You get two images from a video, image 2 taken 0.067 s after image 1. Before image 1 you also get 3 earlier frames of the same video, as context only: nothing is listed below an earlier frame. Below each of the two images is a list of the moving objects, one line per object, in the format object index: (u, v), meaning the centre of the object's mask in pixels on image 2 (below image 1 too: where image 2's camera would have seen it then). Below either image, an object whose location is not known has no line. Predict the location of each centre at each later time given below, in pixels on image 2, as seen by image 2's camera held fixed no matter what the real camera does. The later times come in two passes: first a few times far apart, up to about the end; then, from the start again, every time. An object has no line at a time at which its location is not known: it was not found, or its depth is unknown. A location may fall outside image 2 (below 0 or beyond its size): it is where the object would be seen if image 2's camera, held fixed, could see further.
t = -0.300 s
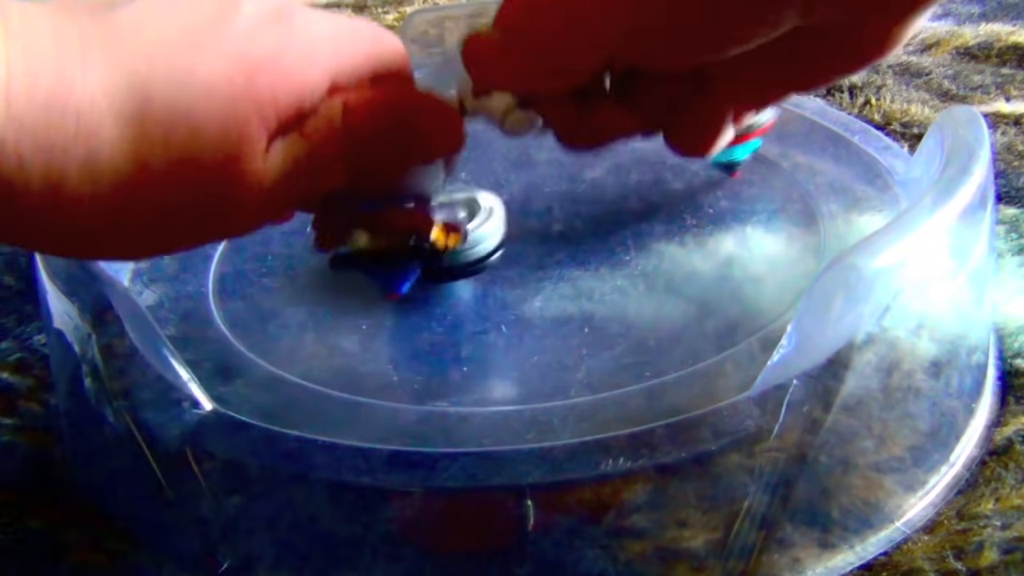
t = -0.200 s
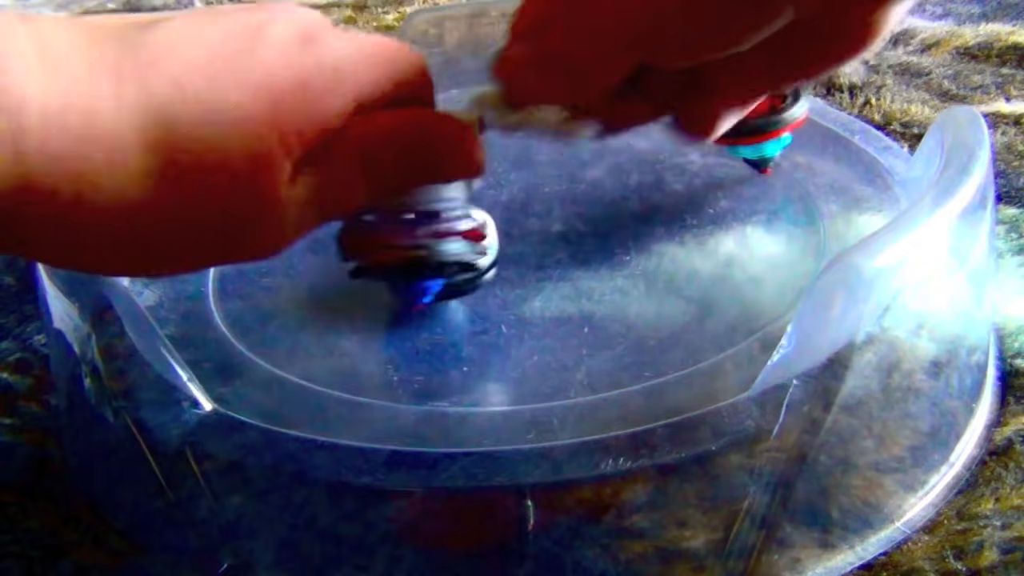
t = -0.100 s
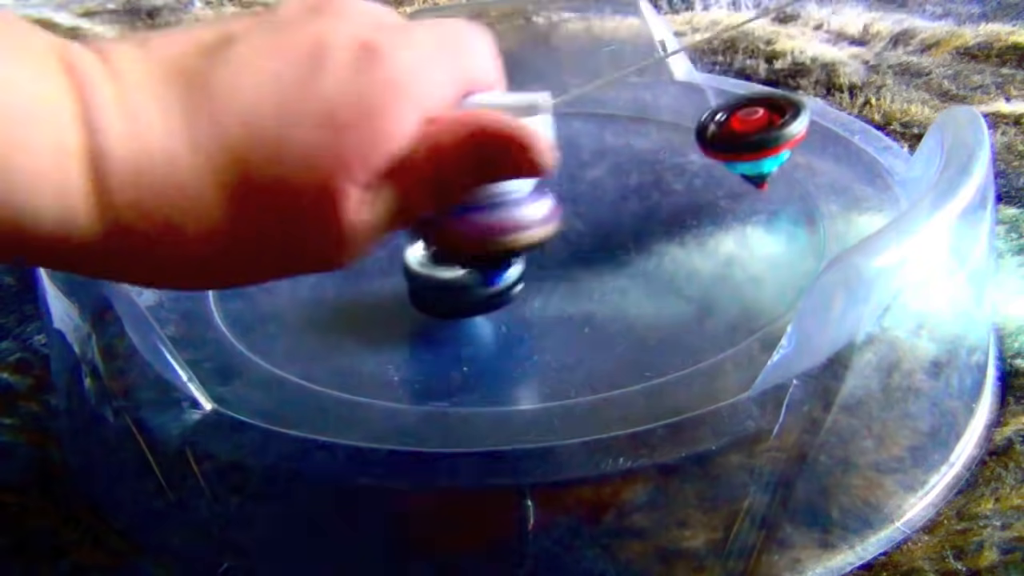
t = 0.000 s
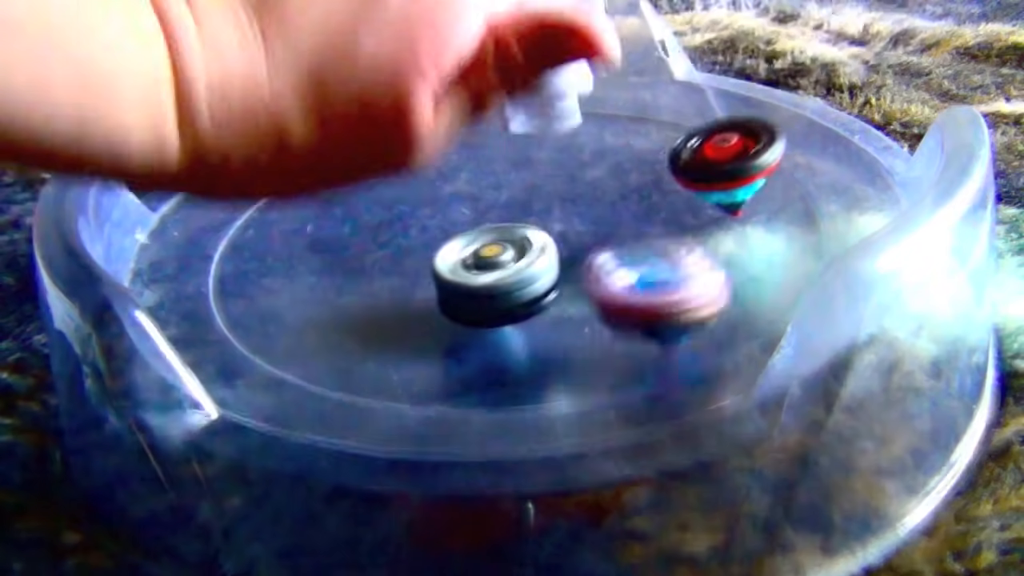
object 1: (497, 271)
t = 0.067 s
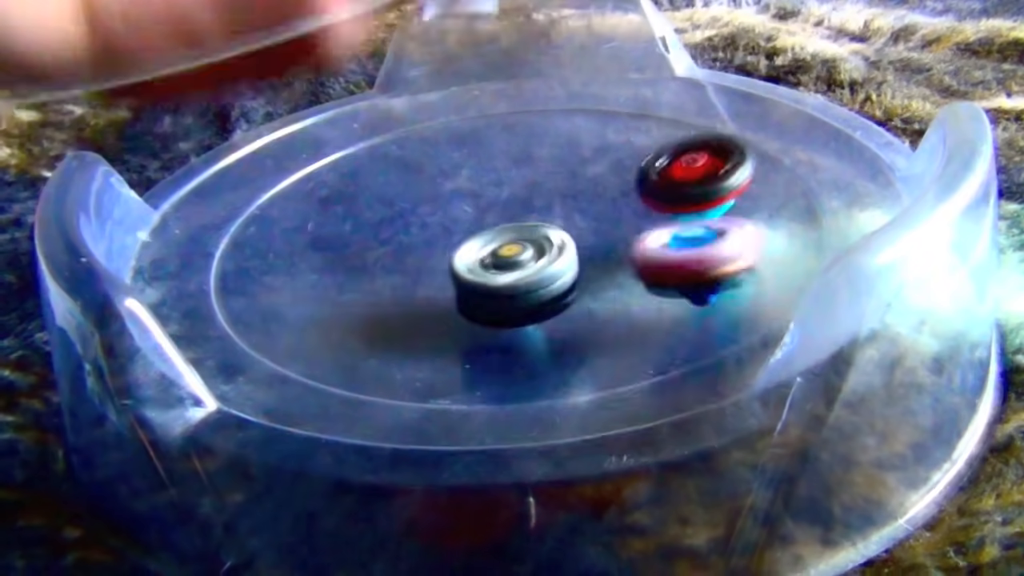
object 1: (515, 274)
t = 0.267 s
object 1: (565, 270)
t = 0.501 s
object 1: (591, 254)
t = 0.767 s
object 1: (499, 241)
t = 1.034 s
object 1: (465, 257)
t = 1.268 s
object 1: (498, 285)
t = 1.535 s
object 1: (529, 263)
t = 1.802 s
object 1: (721, 287)
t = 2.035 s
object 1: (736, 240)
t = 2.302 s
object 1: (659, 199)
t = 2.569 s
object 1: (551, 189)
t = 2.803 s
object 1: (467, 197)
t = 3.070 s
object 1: (357, 236)
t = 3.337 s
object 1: (364, 225)
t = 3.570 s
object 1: (396, 228)
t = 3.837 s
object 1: (415, 226)
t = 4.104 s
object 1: (451, 221)
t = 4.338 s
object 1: (484, 216)
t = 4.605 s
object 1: (647, 119)
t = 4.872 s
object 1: (613, 108)
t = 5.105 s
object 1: (563, 146)
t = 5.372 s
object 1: (556, 188)
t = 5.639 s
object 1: (572, 223)
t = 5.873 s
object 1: (649, 236)
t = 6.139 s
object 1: (642, 242)
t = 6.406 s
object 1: (513, 279)
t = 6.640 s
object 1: (397, 286)
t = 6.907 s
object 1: (331, 269)
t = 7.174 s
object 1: (363, 260)
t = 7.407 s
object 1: (368, 240)
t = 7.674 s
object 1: (608, 181)
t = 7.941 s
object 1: (359, 240)
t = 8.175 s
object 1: (655, 206)
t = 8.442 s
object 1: (409, 191)
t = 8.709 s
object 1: (463, 276)
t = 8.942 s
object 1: (617, 212)
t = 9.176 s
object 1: (528, 224)
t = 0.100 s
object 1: (524, 275)
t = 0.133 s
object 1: (533, 274)
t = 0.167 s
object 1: (542, 274)
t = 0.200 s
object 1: (550, 273)
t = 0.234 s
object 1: (559, 271)
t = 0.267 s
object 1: (565, 270)
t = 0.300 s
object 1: (570, 268)
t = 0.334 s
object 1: (576, 265)
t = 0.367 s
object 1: (580, 263)
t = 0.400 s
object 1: (584, 261)
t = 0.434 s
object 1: (588, 259)
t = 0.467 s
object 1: (590, 256)
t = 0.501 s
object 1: (591, 254)
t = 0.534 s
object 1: (587, 250)
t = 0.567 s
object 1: (565, 247)
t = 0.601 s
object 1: (545, 243)
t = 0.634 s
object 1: (531, 241)
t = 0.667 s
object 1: (521, 240)
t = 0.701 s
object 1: (512, 239)
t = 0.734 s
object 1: (506, 240)
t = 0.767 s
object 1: (499, 241)
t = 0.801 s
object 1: (492, 242)
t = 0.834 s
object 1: (487, 243)
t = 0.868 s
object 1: (482, 245)
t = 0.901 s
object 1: (477, 246)
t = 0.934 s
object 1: (473, 248)
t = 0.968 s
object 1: (470, 249)
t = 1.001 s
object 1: (467, 250)
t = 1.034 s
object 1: (465, 257)
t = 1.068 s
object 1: (466, 271)
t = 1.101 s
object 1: (468, 280)
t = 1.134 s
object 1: (471, 285)
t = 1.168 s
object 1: (477, 286)
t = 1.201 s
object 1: (484, 287)
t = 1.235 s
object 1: (491, 286)
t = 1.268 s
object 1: (498, 285)
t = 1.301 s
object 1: (504, 284)
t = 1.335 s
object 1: (511, 282)
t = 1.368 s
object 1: (516, 280)
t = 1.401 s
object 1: (521, 277)
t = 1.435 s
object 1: (524, 274)
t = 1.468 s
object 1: (527, 270)
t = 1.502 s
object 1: (529, 267)
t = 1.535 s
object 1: (529, 263)
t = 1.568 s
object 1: (529, 259)
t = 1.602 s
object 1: (538, 257)
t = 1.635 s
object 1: (582, 274)
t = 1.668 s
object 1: (623, 284)
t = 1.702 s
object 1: (658, 290)
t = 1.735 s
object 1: (687, 293)
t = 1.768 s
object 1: (707, 292)
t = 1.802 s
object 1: (721, 287)
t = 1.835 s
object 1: (729, 281)
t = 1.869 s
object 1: (734, 274)
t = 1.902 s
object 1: (738, 267)
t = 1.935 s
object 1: (740, 260)
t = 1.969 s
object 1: (740, 253)
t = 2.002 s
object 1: (738, 246)
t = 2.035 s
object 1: (736, 240)
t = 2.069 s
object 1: (731, 233)
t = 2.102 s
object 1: (725, 226)
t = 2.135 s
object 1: (717, 220)
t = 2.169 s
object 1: (707, 214)
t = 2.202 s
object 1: (697, 209)
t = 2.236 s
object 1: (685, 205)
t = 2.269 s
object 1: (672, 202)
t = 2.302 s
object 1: (659, 199)
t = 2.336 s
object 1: (646, 197)
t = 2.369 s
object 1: (633, 195)
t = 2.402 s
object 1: (619, 193)
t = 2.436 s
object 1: (605, 192)
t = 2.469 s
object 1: (591, 191)
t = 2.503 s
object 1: (578, 190)
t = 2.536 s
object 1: (565, 189)
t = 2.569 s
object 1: (551, 189)
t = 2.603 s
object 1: (537, 190)
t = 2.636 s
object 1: (523, 190)
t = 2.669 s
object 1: (510, 191)
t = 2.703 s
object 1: (498, 192)
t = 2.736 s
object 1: (486, 194)
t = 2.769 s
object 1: (477, 195)
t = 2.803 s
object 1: (467, 197)
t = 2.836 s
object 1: (448, 200)
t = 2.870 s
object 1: (418, 207)
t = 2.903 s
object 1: (393, 215)
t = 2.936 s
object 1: (377, 220)
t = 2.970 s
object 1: (368, 225)
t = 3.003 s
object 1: (362, 229)
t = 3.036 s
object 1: (359, 233)
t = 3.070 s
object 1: (357, 236)
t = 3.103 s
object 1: (356, 239)
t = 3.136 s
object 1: (350, 238)
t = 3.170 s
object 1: (343, 232)
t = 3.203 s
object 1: (340, 228)
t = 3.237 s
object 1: (345, 225)
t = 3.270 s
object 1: (352, 226)
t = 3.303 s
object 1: (355, 227)
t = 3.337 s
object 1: (364, 225)
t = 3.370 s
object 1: (371, 223)
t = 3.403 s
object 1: (379, 224)
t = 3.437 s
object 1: (385, 224)
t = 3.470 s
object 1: (389, 225)
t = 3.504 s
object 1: (392, 226)
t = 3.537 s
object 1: (395, 227)
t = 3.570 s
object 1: (396, 228)
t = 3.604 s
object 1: (398, 228)
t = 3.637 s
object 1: (399, 228)
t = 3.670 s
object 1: (400, 228)
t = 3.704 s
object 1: (402, 228)
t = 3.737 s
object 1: (405, 227)
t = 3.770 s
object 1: (407, 227)
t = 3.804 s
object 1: (411, 227)
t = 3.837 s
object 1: (415, 226)
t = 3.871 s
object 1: (419, 225)
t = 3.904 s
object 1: (423, 225)
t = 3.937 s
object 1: (428, 225)
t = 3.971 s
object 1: (432, 224)
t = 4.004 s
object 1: (437, 224)
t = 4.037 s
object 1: (442, 223)
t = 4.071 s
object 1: (447, 221)
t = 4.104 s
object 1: (451, 221)
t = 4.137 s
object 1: (456, 220)
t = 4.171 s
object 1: (461, 220)
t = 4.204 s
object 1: (466, 219)
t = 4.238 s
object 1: (471, 218)
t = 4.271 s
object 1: (476, 218)
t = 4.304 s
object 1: (480, 217)
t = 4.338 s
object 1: (484, 216)
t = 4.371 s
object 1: (488, 215)
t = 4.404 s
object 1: (493, 214)
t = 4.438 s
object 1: (516, 199)
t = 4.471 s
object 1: (560, 180)
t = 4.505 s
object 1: (596, 159)
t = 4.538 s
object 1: (622, 141)
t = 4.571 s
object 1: (639, 128)
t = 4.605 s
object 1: (647, 119)
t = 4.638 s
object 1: (649, 113)
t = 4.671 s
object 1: (646, 109)
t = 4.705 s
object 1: (642, 107)
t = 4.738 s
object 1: (637, 105)
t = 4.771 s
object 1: (631, 104)
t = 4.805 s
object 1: (626, 104)
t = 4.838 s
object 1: (619, 106)
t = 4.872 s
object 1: (613, 108)
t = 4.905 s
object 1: (607, 111)
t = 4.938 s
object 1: (600, 115)
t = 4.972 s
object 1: (592, 120)
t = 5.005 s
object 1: (584, 125)
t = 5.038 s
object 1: (576, 132)
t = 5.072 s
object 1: (569, 140)
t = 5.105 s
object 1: (563, 146)
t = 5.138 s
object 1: (557, 153)
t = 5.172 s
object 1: (554, 158)
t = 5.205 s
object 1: (553, 163)
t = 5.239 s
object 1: (553, 168)
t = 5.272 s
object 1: (553, 173)
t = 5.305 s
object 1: (554, 178)
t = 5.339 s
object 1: (554, 183)
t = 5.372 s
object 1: (556, 188)
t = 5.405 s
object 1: (557, 193)
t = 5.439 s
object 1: (559, 198)
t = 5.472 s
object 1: (561, 203)
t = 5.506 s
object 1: (564, 207)
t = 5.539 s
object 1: (565, 212)
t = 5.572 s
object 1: (568, 215)
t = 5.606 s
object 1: (570, 219)
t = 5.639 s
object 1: (572, 223)
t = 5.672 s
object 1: (575, 226)
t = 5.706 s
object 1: (600, 228)
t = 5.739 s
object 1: (623, 229)
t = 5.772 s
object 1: (635, 232)
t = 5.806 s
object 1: (641, 234)
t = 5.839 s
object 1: (646, 235)
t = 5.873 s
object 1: (649, 236)
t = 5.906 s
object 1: (651, 237)
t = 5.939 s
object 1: (653, 238)
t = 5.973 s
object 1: (652, 239)
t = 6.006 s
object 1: (652, 239)
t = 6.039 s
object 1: (650, 240)
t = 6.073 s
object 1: (648, 240)
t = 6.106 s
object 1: (645, 241)
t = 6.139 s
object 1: (642, 242)
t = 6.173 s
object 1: (638, 243)
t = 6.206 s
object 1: (612, 252)
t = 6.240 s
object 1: (586, 260)
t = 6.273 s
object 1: (564, 265)
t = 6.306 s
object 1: (545, 270)
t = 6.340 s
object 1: (531, 273)
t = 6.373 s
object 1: (520, 276)
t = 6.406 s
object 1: (513, 279)
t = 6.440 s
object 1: (506, 282)
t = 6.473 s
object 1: (499, 285)
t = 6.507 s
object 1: (493, 288)
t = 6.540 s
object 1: (488, 290)
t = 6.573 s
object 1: (467, 291)
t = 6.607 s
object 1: (429, 289)
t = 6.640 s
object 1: (397, 286)
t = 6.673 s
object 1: (371, 281)
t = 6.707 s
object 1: (353, 277)
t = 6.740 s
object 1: (341, 274)
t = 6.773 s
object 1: (334, 272)
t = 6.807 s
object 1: (330, 270)
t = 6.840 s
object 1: (329, 270)
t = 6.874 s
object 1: (329, 269)
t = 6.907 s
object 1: (331, 269)
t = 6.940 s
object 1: (334, 268)
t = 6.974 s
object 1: (338, 268)
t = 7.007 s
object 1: (342, 267)
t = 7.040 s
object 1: (347, 267)
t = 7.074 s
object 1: (351, 265)
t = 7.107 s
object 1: (356, 264)
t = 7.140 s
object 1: (360, 262)
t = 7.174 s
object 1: (363, 260)
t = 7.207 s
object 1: (366, 258)
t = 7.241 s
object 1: (368, 255)
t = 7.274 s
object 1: (369, 253)
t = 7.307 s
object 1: (370, 249)
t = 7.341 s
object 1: (370, 246)
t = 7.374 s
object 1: (369, 243)
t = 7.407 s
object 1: (368, 240)
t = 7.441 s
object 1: (366, 236)
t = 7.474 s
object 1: (364, 222)
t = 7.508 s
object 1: (387, 199)
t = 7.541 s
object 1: (390, 172)
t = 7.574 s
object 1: (424, 172)
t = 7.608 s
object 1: (501, 173)
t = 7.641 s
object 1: (565, 172)
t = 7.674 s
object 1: (608, 181)
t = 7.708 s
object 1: (634, 201)
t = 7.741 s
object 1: (642, 228)
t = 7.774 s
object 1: (623, 258)
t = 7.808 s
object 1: (610, 275)
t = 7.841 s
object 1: (530, 294)
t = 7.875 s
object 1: (446, 296)
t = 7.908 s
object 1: (394, 272)
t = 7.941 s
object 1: (359, 240)
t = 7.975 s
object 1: (362, 213)
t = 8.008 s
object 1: (358, 195)
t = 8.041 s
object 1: (422, 174)
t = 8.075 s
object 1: (477, 155)
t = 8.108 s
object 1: (534, 171)
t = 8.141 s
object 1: (605, 187)
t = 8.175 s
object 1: (655, 206)
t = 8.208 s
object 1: (643, 235)
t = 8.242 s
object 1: (616, 262)
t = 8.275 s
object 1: (548, 282)
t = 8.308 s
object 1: (459, 283)
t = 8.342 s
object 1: (395, 266)
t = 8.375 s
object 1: (359, 238)
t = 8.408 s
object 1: (352, 209)
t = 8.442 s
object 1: (409, 191)
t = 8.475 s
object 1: (478, 178)
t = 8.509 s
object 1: (558, 164)
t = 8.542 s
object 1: (584, 184)
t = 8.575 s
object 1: (611, 210)
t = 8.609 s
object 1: (620, 247)
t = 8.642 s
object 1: (597, 273)
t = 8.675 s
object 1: (532, 285)
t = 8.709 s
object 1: (463, 276)
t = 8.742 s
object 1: (406, 254)
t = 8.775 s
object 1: (354, 233)
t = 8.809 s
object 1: (412, 216)
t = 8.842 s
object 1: (464, 192)
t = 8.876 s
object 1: (535, 182)
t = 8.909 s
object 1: (573, 194)
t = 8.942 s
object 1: (617, 212)
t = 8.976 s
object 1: (597, 237)
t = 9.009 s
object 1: (556, 258)
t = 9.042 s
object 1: (502, 272)
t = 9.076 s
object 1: (530, 258)
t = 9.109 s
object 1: (558, 240)
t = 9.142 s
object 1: (550, 223)
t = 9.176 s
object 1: (528, 224)
